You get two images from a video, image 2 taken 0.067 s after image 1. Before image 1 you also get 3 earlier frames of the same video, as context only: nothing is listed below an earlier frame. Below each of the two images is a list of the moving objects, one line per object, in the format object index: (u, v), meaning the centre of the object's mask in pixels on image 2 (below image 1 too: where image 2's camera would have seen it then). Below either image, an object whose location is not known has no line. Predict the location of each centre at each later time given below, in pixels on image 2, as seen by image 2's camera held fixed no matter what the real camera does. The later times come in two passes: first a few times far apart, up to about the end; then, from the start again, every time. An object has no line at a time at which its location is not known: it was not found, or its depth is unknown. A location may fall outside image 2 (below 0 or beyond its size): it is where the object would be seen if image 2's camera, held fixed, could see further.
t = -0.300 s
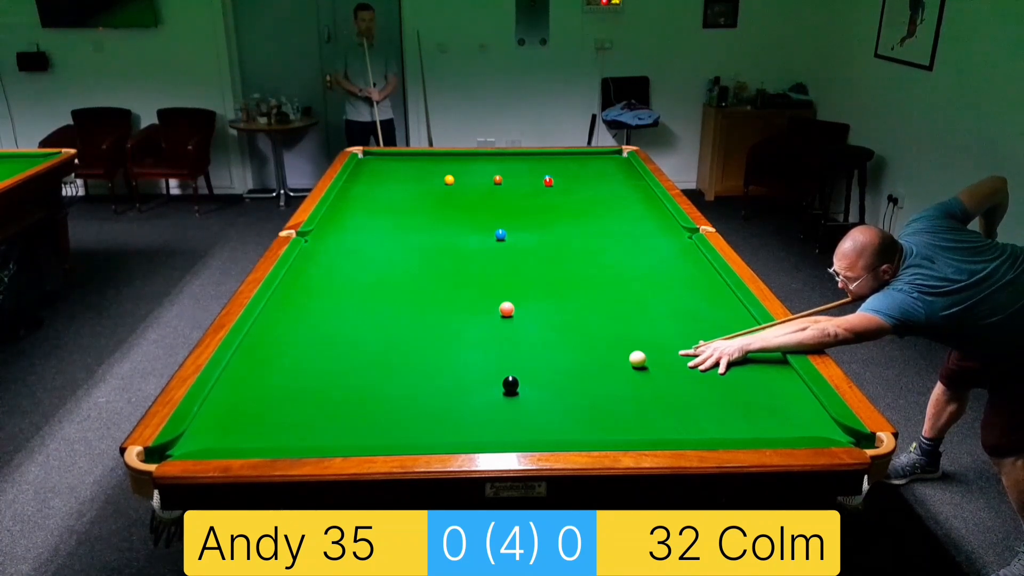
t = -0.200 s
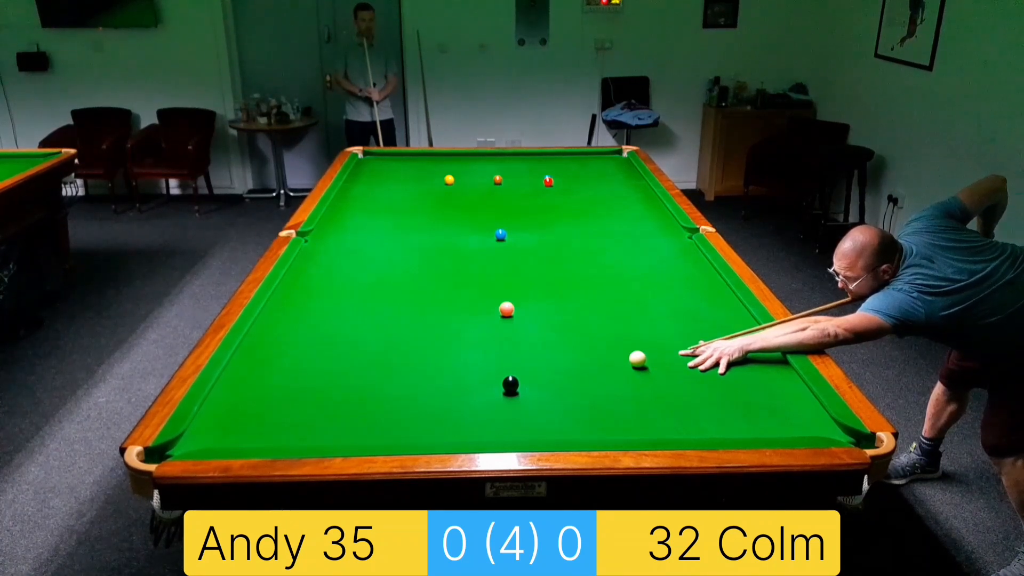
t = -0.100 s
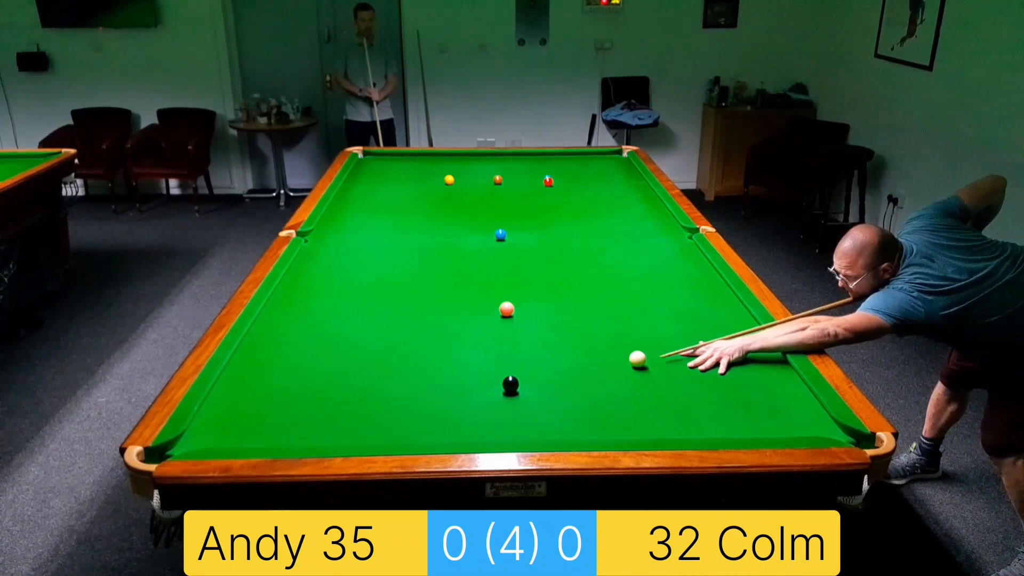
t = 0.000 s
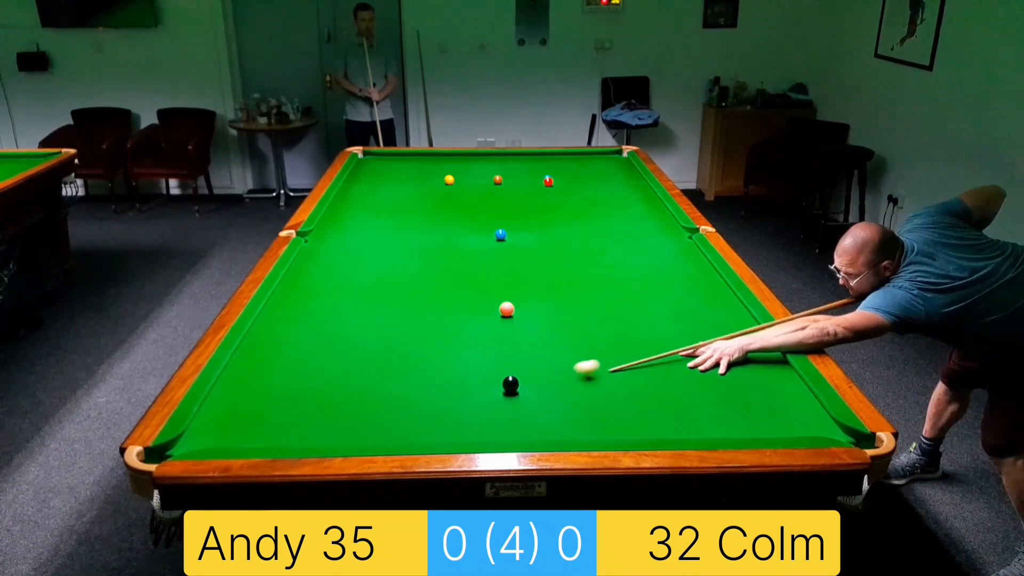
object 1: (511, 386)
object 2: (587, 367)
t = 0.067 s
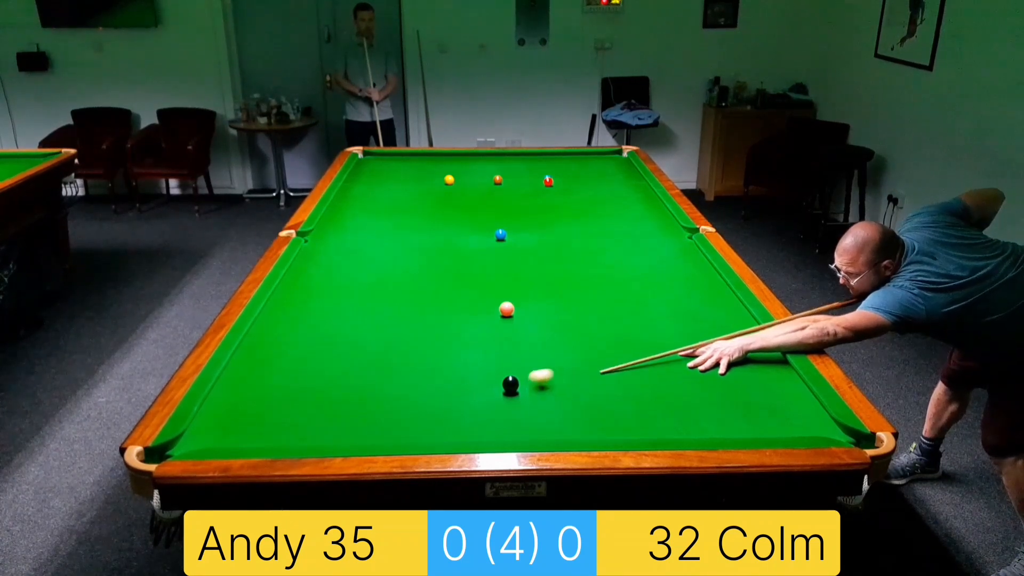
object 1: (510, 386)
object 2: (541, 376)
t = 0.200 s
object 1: (437, 398)
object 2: (531, 381)
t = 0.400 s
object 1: (316, 422)
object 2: (552, 378)
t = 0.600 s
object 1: (195, 441)
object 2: (571, 375)
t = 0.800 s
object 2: (590, 373)
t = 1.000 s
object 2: (606, 370)
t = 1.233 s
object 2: (624, 368)
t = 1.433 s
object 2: (638, 366)
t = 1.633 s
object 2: (651, 364)
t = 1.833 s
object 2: (663, 362)
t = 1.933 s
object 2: (668, 361)
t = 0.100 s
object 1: (503, 386)
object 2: (527, 381)
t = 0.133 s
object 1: (480, 390)
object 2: (527, 381)
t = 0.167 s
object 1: (459, 394)
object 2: (529, 381)
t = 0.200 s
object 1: (437, 398)
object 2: (531, 381)
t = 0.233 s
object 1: (416, 402)
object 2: (534, 381)
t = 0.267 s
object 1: (396, 407)
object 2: (538, 380)
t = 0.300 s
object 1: (376, 410)
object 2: (541, 380)
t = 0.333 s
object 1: (356, 414)
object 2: (545, 379)
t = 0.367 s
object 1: (338, 417)
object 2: (548, 379)
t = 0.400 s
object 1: (316, 422)
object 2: (552, 378)
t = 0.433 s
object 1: (297, 425)
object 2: (555, 378)
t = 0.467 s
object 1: (278, 428)
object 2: (558, 377)
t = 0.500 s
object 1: (256, 433)
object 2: (562, 377)
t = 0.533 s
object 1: (236, 435)
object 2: (565, 376)
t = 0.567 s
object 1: (217, 438)
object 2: (568, 376)
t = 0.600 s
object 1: (195, 441)
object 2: (571, 375)
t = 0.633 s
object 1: (176, 446)
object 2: (574, 375)
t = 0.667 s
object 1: (169, 454)
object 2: (578, 375)
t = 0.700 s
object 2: (581, 374)
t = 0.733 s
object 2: (584, 374)
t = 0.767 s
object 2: (587, 373)
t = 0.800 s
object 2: (590, 373)
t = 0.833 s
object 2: (593, 373)
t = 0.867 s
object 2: (595, 372)
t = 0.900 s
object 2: (598, 372)
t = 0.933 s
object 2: (601, 371)
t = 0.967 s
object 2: (604, 371)
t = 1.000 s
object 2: (606, 370)
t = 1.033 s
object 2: (609, 370)
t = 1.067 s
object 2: (612, 370)
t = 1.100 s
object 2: (614, 369)
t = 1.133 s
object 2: (617, 369)
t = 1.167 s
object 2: (619, 369)
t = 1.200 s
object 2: (622, 368)
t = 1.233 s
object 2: (624, 368)
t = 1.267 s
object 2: (627, 368)
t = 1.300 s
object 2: (629, 367)
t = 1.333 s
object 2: (632, 367)
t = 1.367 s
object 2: (634, 366)
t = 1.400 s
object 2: (636, 366)
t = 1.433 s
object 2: (638, 366)
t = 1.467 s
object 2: (641, 365)
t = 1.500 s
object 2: (643, 365)
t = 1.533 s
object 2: (645, 365)
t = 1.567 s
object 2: (647, 365)
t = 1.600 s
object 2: (649, 364)
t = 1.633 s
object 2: (651, 364)
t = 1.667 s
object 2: (653, 364)
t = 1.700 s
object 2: (655, 363)
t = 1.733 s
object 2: (657, 363)
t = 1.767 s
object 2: (659, 363)
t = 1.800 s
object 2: (661, 363)
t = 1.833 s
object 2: (663, 362)
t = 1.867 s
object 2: (665, 362)
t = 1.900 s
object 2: (666, 362)
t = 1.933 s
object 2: (668, 361)
